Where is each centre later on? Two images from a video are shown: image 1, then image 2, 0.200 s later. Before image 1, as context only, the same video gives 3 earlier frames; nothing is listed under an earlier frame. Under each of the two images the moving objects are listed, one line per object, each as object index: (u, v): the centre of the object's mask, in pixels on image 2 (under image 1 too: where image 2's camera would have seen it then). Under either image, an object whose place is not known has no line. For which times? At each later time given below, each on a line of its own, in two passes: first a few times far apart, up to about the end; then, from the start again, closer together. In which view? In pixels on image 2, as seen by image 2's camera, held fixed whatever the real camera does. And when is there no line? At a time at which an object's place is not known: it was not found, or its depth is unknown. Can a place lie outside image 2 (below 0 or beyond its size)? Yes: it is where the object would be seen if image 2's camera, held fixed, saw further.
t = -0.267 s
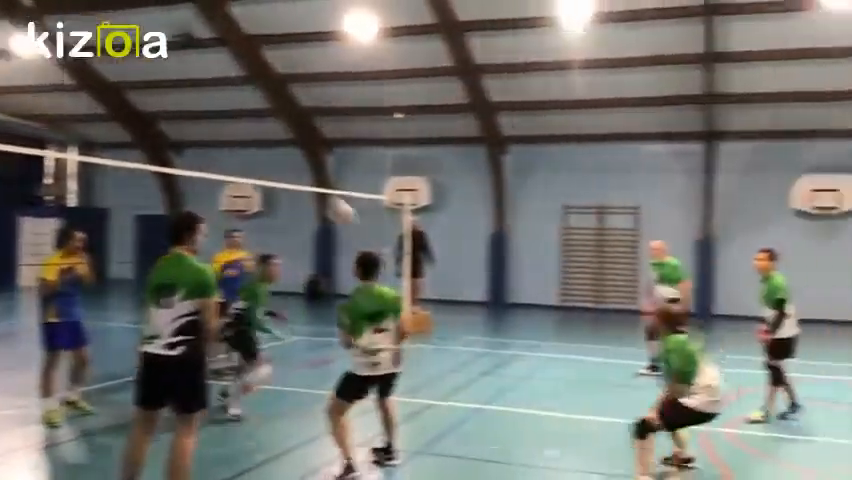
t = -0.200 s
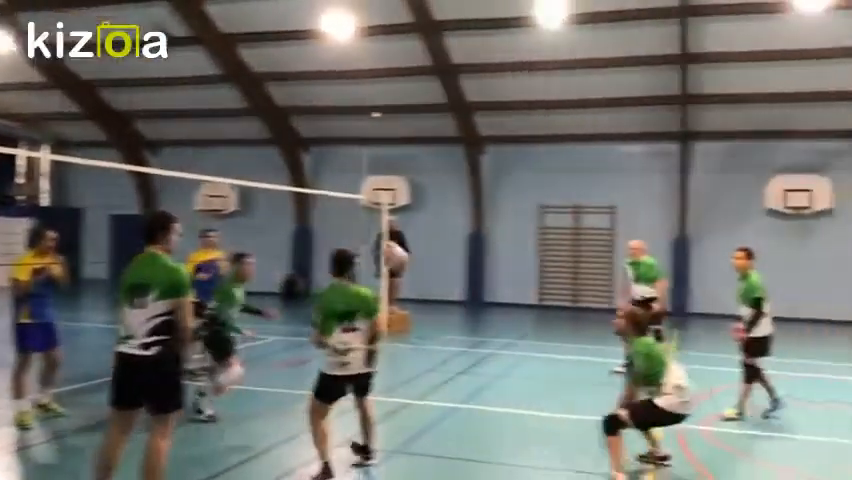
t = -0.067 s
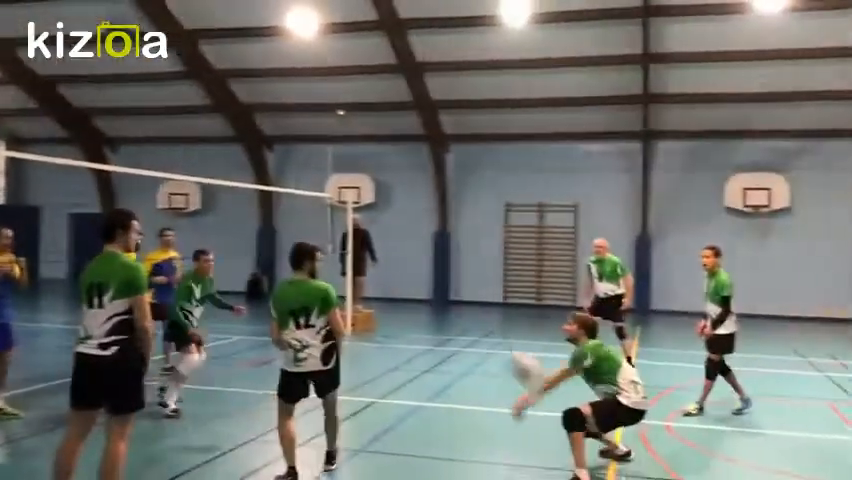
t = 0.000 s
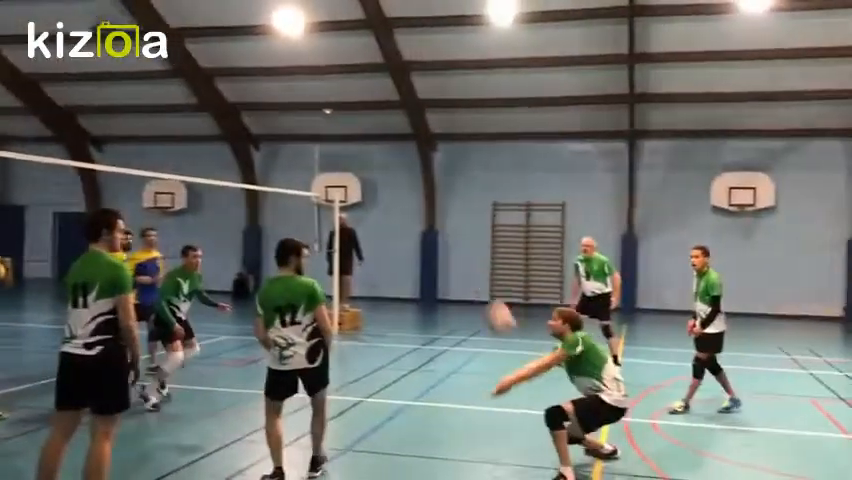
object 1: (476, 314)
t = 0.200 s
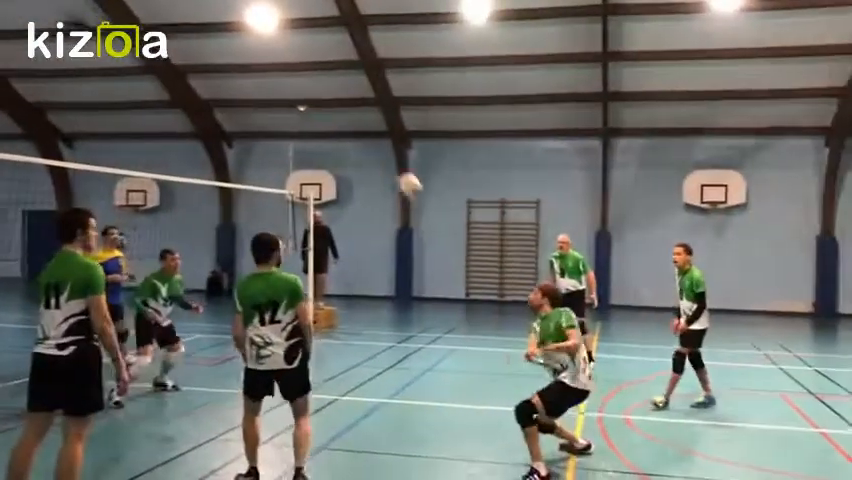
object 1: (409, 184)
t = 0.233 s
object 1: (400, 169)
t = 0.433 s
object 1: (350, 113)
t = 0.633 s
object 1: (310, 104)
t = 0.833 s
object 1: (279, 128)
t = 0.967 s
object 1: (262, 158)
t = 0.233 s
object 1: (400, 169)
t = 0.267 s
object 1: (391, 156)
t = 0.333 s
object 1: (373, 136)
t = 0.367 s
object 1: (364, 127)
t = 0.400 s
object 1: (358, 120)
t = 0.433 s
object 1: (350, 113)
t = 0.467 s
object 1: (343, 108)
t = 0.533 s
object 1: (329, 104)
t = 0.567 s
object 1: (322, 103)
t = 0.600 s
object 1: (317, 103)
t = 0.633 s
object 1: (310, 104)
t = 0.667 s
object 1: (305, 105)
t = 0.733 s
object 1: (295, 112)
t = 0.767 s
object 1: (290, 116)
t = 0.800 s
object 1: (284, 122)
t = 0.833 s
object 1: (279, 128)
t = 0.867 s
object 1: (274, 134)
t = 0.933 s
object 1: (266, 148)
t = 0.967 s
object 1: (262, 158)
